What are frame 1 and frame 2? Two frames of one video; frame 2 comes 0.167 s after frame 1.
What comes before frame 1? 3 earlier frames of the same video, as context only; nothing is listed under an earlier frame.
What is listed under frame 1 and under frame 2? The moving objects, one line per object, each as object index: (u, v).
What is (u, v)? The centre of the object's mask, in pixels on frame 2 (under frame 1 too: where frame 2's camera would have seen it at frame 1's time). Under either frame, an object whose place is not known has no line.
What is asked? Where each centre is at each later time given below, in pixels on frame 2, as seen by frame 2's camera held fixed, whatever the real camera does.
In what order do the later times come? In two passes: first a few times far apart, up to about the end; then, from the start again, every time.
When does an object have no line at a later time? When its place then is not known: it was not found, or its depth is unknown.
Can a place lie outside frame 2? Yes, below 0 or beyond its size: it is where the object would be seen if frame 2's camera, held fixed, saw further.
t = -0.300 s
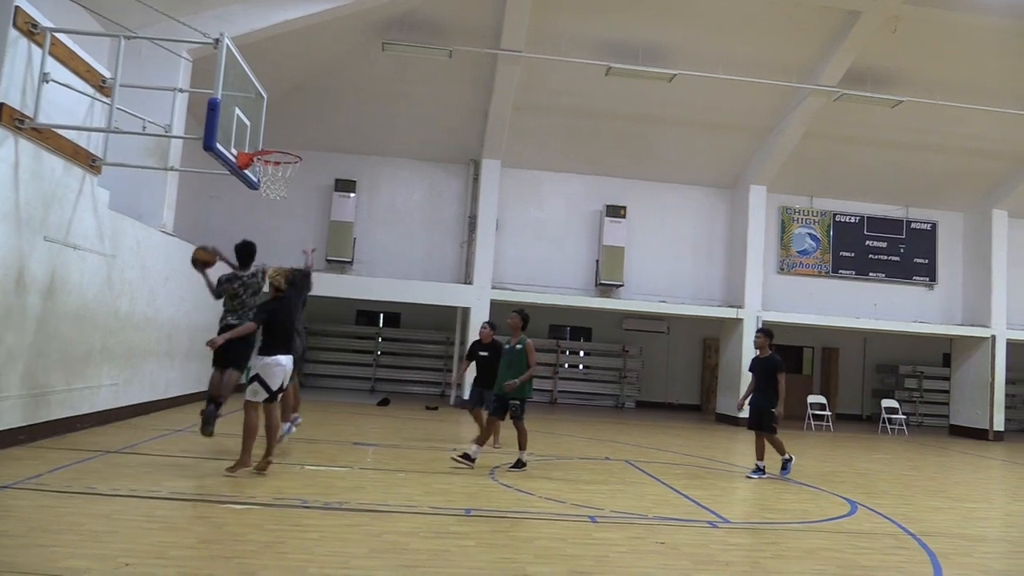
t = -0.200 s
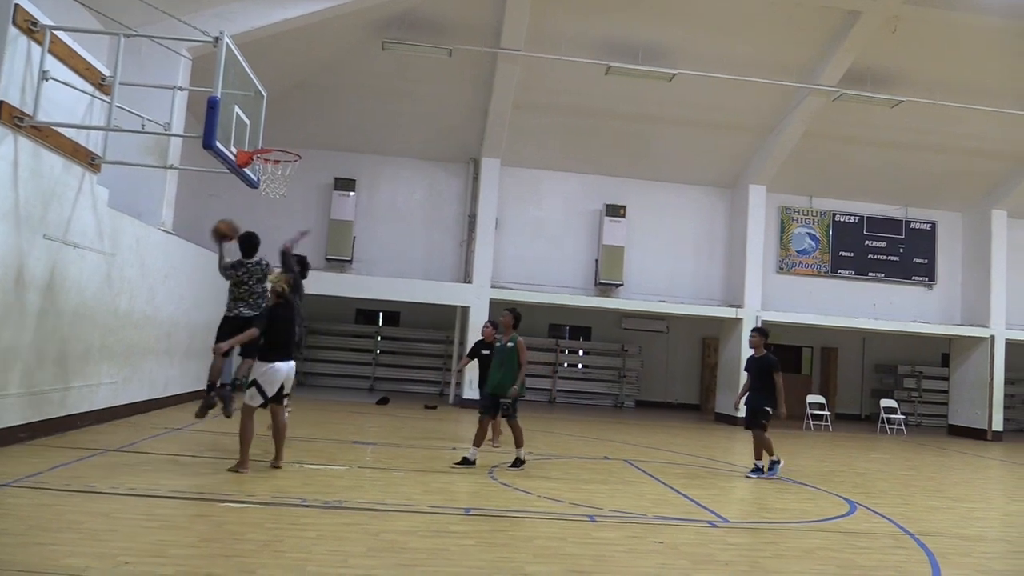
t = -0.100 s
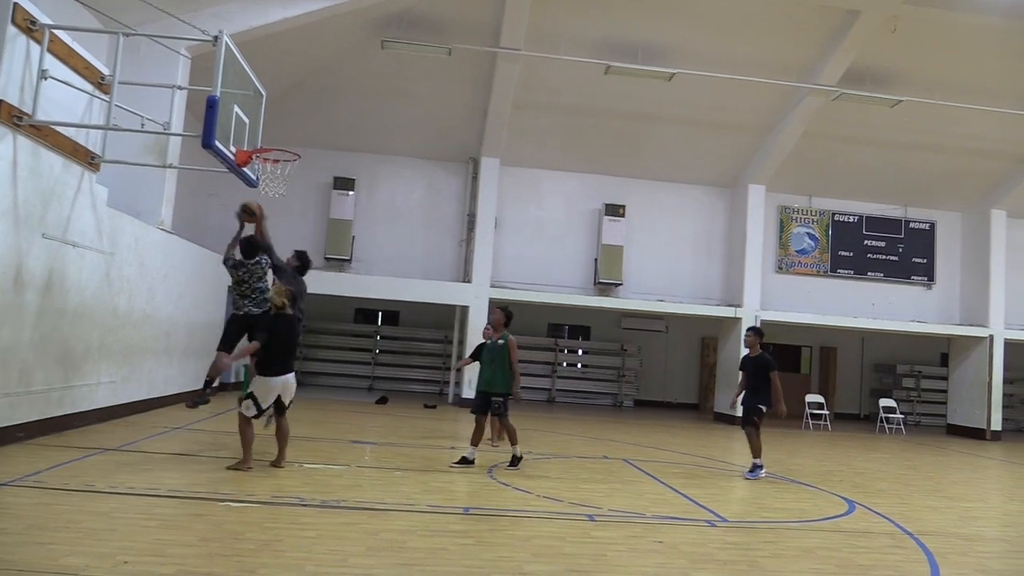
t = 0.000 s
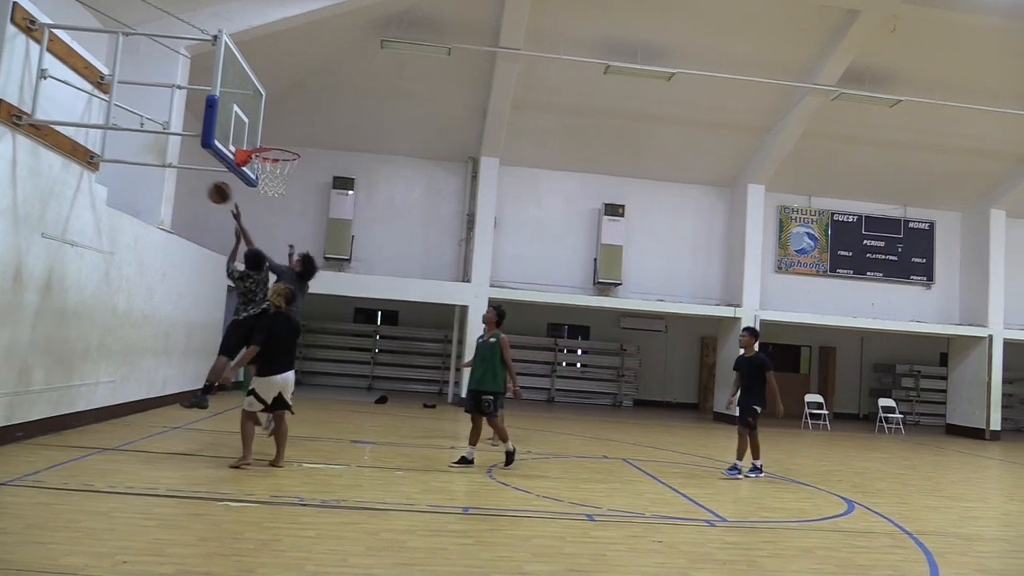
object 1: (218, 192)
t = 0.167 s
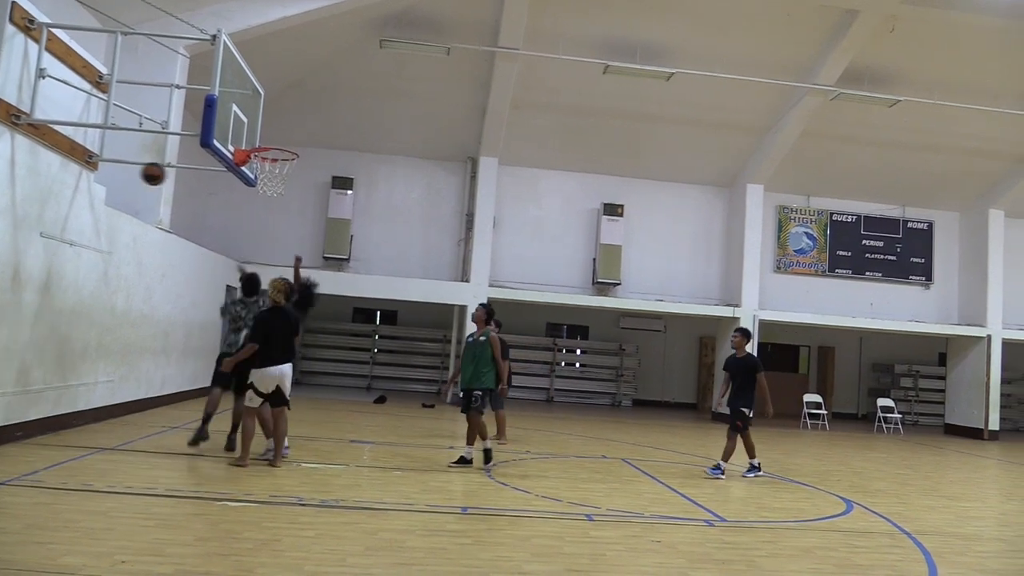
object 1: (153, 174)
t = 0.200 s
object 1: (139, 173)
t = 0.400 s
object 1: (53, 192)
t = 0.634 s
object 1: (92, 264)
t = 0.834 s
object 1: (140, 369)
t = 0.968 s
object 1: (171, 441)
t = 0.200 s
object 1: (139, 173)
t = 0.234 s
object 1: (126, 174)
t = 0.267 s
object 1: (113, 175)
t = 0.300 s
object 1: (98, 178)
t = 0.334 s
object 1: (83, 182)
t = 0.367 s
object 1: (69, 186)
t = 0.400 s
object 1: (53, 192)
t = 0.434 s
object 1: (38, 200)
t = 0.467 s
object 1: (47, 207)
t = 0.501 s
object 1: (56, 216)
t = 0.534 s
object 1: (65, 226)
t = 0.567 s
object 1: (74, 238)
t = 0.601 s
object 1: (83, 250)
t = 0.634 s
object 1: (92, 264)
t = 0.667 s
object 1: (100, 278)
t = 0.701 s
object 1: (109, 294)
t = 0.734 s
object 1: (117, 312)
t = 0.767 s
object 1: (125, 330)
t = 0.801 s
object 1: (132, 349)
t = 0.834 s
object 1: (140, 369)
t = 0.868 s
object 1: (147, 388)
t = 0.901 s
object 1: (154, 413)
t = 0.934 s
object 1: (162, 437)
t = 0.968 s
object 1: (171, 441)
